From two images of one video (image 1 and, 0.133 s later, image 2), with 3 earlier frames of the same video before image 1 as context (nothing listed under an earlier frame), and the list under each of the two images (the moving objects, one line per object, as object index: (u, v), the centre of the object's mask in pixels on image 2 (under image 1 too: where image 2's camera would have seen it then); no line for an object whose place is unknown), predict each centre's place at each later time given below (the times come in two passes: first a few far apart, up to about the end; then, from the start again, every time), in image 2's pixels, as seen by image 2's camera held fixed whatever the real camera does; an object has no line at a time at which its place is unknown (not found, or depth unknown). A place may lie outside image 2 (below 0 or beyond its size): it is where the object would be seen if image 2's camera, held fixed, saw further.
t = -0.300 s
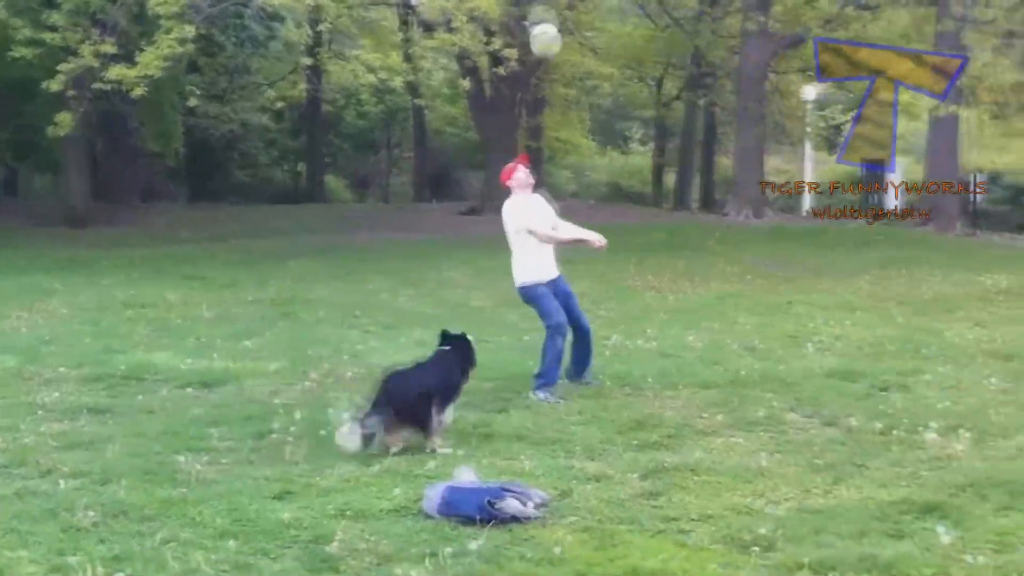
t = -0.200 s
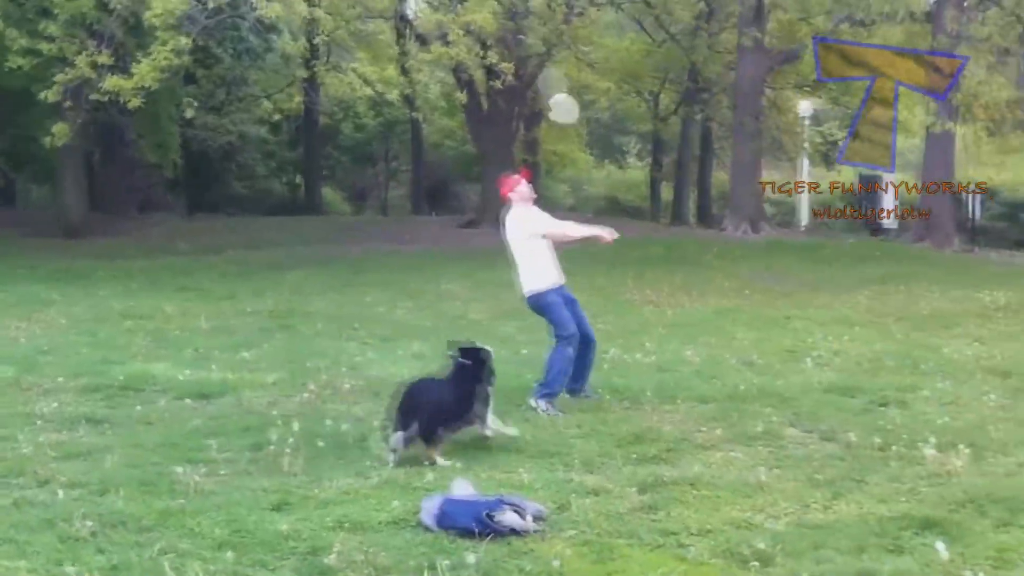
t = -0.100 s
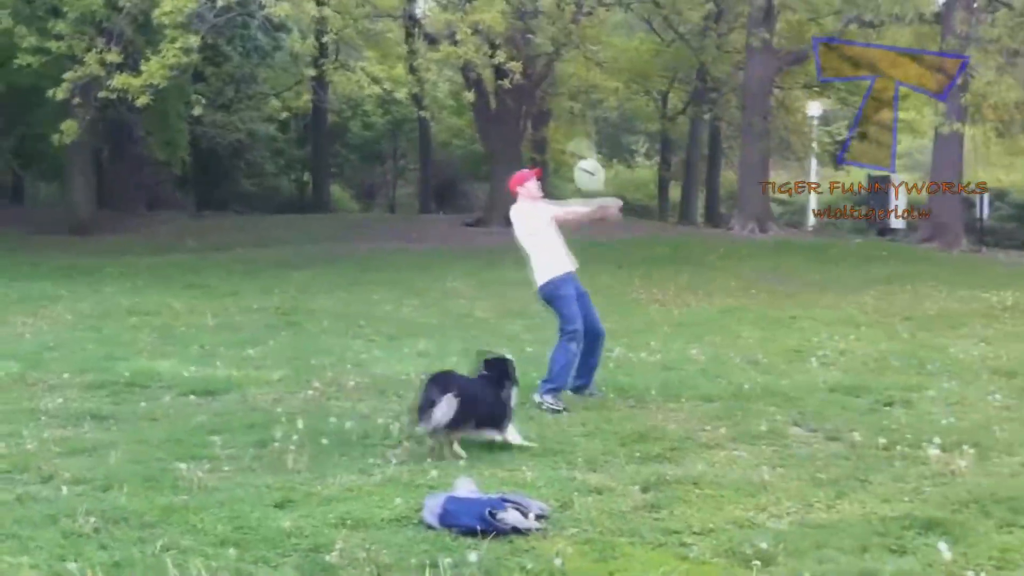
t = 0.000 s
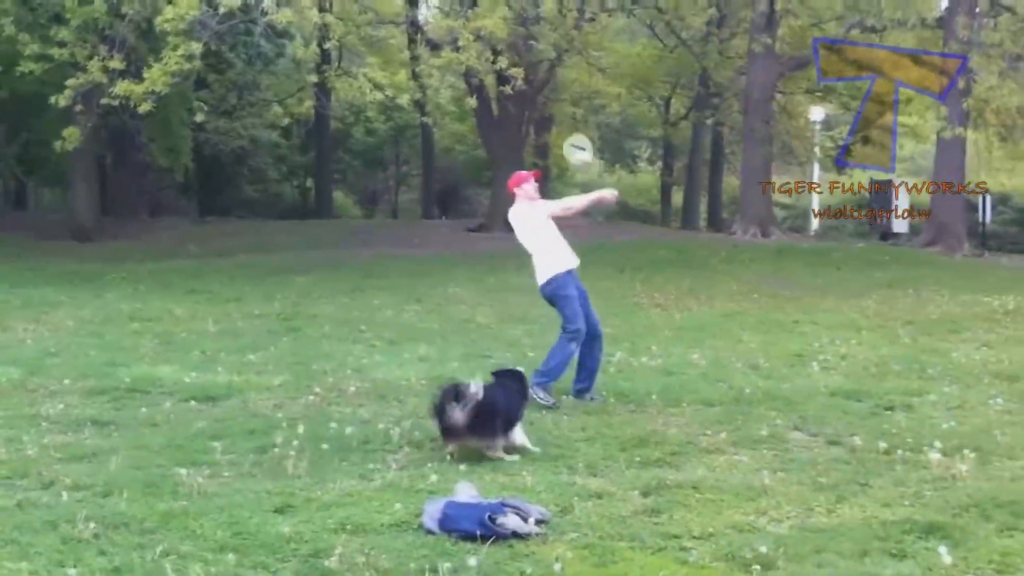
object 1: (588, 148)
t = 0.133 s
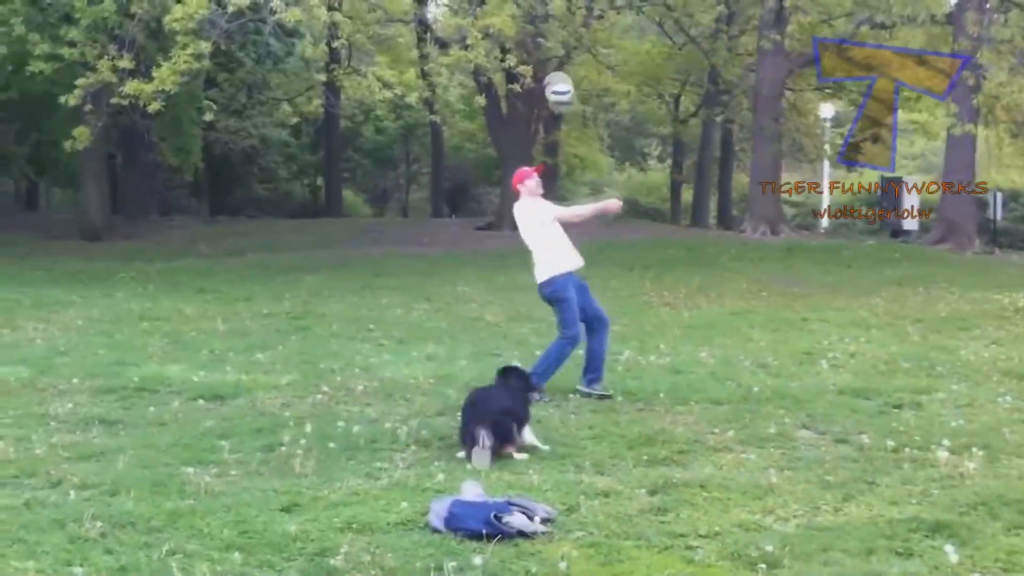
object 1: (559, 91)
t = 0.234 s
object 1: (539, 58)
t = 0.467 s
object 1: (486, 37)
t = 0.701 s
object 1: (431, 91)
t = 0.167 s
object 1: (554, 80)
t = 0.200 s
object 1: (544, 66)
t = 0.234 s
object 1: (539, 58)
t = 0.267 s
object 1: (528, 49)
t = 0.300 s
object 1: (521, 43)
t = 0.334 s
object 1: (514, 39)
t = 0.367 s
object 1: (507, 36)
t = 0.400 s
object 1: (501, 34)
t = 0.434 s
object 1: (493, 35)
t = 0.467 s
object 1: (486, 37)
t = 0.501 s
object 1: (477, 39)
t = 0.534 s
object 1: (469, 45)
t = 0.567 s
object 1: (462, 51)
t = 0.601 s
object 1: (455, 59)
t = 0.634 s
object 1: (446, 68)
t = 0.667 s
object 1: (439, 79)
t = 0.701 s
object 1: (431, 91)
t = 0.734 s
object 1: (424, 106)
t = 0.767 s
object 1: (416, 122)
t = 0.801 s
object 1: (408, 140)
